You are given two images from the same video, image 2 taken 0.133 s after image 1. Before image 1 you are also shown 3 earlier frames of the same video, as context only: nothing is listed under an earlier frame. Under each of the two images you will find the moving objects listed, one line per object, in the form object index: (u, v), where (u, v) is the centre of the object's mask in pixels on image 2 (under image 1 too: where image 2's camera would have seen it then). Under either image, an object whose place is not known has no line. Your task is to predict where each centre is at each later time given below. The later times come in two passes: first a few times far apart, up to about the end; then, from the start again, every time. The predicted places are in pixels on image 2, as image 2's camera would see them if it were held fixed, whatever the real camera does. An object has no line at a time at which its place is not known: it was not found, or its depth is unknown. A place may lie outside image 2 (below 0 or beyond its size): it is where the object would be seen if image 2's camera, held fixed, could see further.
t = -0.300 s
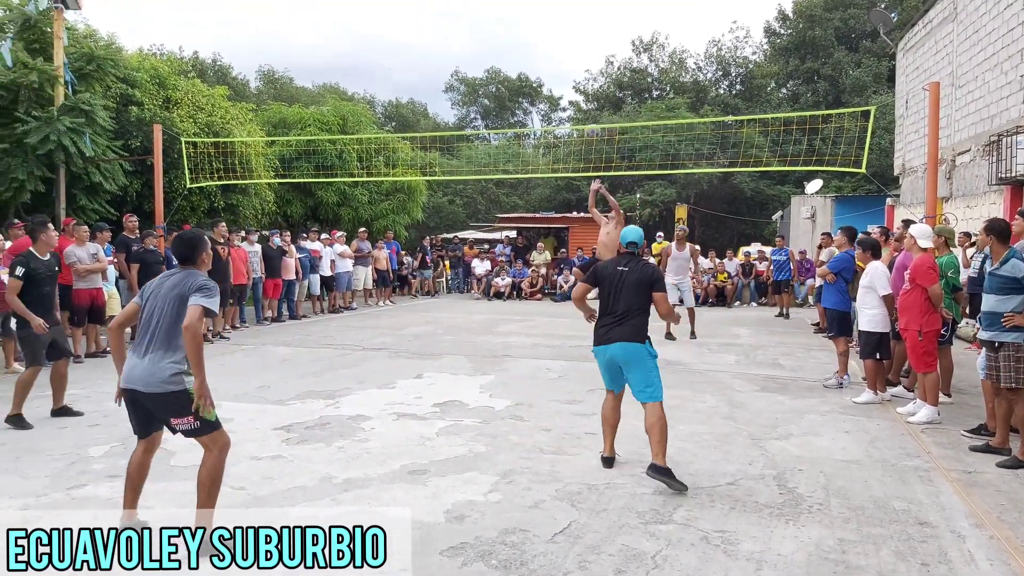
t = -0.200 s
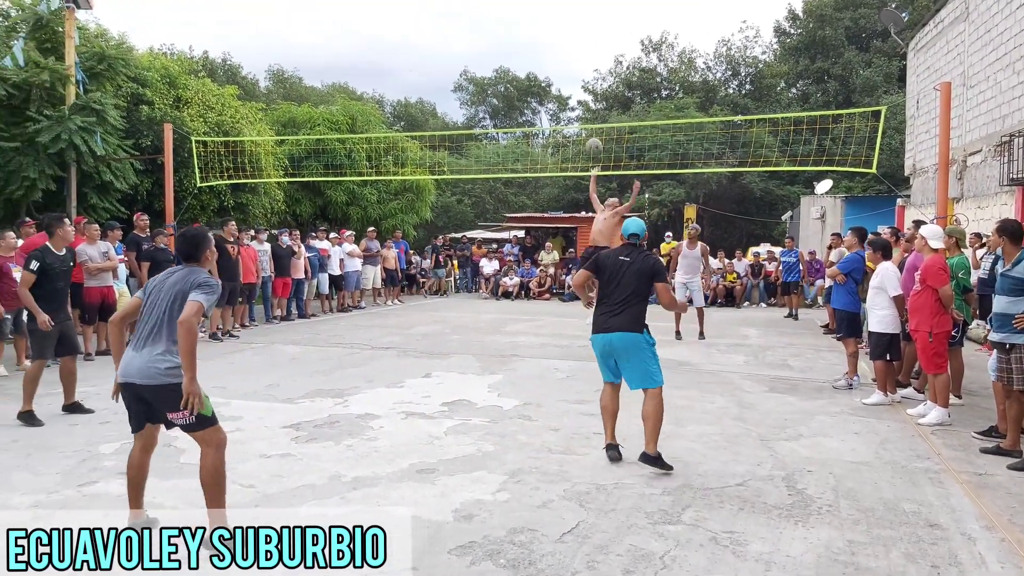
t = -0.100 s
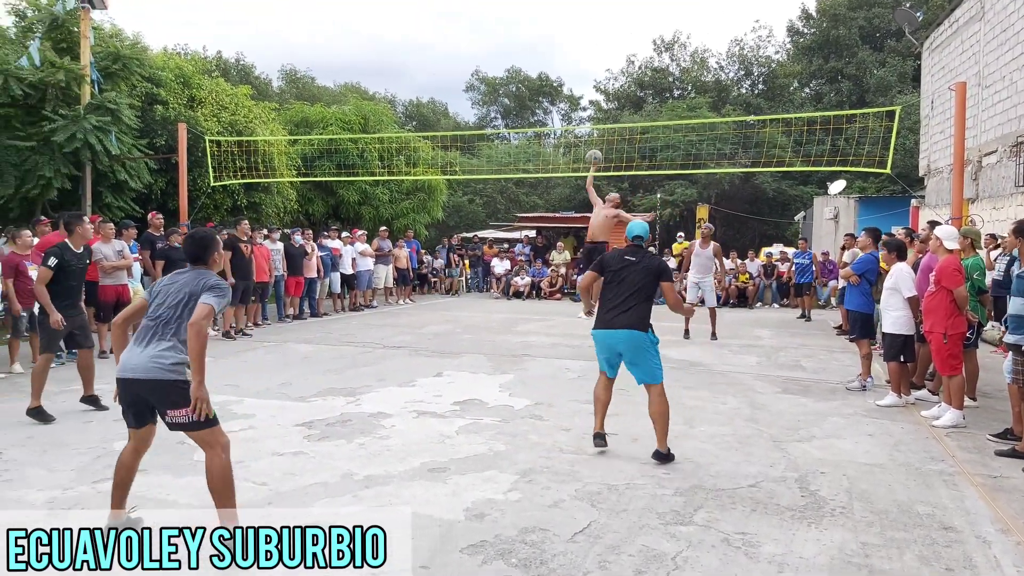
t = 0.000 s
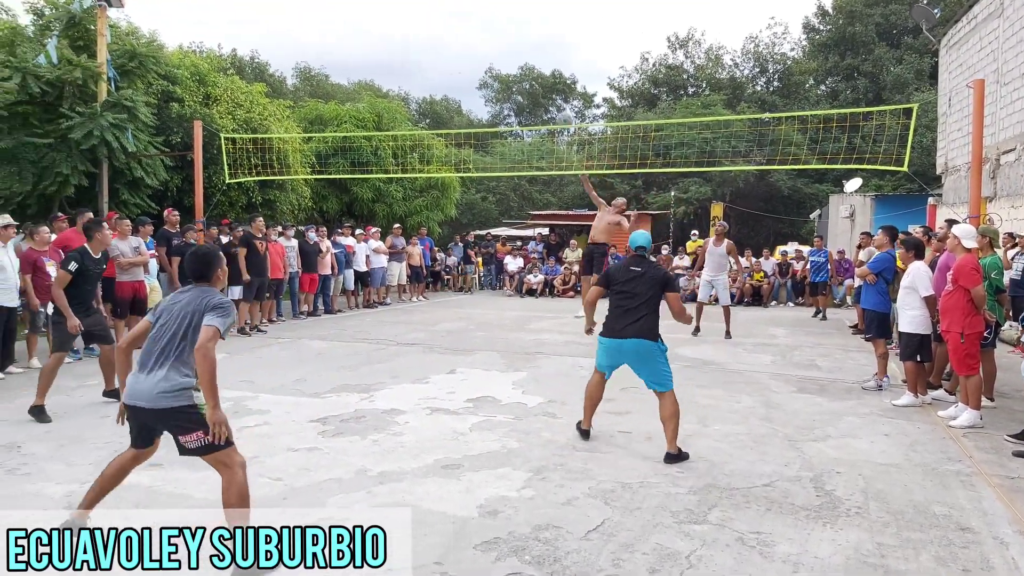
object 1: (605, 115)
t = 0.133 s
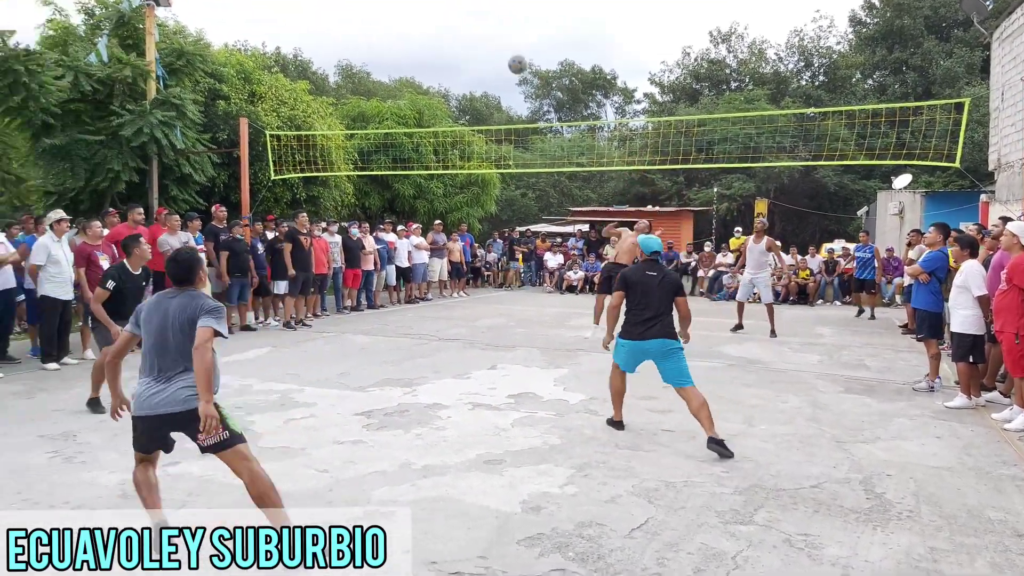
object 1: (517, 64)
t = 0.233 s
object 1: (456, 39)
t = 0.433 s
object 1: (310, 9)
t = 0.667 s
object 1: (85, 25)
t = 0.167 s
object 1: (498, 55)
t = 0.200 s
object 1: (477, 47)
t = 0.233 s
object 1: (456, 39)
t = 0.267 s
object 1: (434, 32)
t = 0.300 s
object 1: (411, 26)
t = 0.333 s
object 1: (387, 20)
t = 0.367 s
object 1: (362, 16)
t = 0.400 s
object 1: (337, 12)
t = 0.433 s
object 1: (310, 9)
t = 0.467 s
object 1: (282, 7)
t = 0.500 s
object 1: (253, 7)
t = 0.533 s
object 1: (222, 8)
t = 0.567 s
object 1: (190, 10)
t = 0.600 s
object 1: (157, 13)
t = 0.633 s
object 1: (122, 19)
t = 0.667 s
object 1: (85, 25)
